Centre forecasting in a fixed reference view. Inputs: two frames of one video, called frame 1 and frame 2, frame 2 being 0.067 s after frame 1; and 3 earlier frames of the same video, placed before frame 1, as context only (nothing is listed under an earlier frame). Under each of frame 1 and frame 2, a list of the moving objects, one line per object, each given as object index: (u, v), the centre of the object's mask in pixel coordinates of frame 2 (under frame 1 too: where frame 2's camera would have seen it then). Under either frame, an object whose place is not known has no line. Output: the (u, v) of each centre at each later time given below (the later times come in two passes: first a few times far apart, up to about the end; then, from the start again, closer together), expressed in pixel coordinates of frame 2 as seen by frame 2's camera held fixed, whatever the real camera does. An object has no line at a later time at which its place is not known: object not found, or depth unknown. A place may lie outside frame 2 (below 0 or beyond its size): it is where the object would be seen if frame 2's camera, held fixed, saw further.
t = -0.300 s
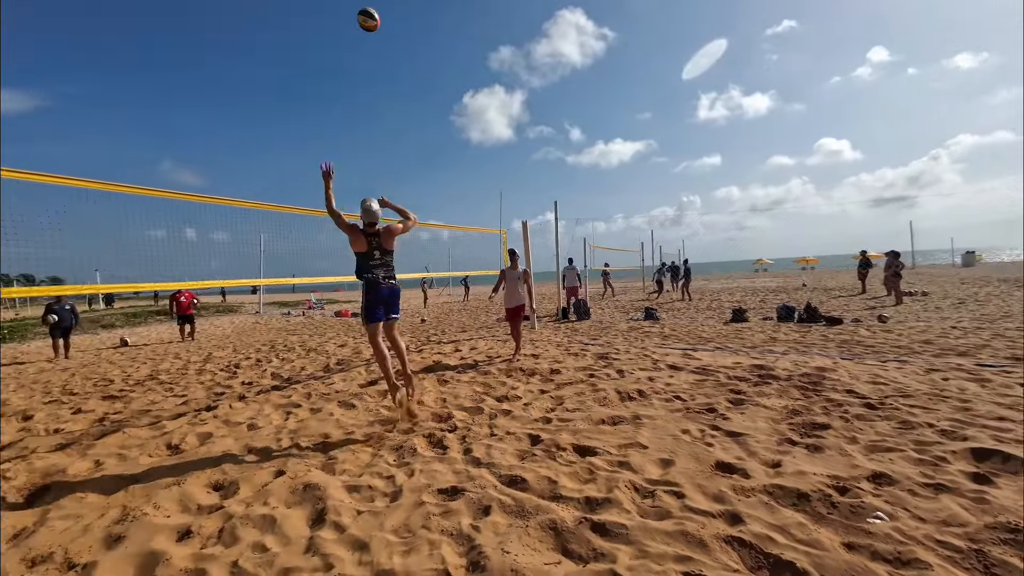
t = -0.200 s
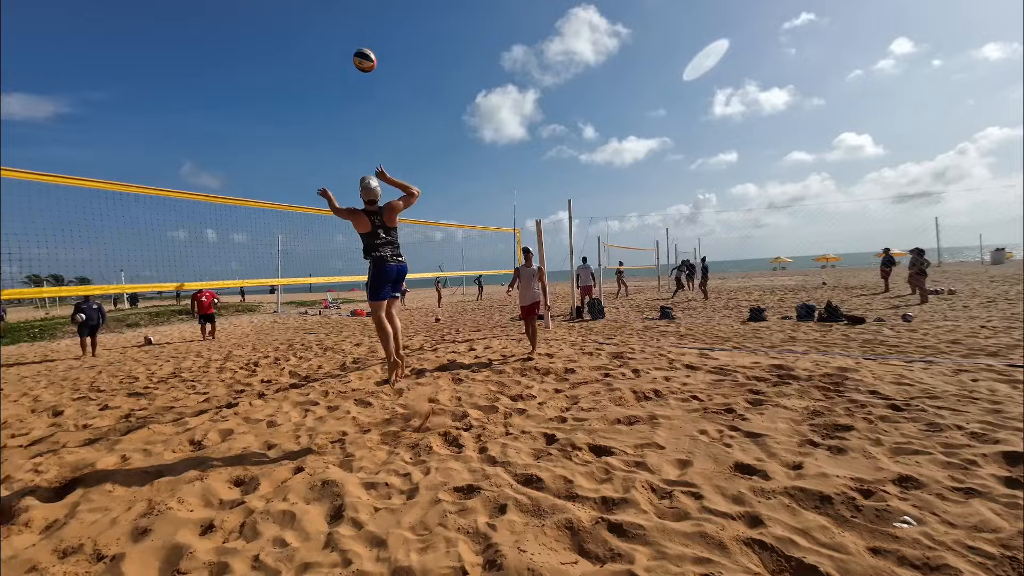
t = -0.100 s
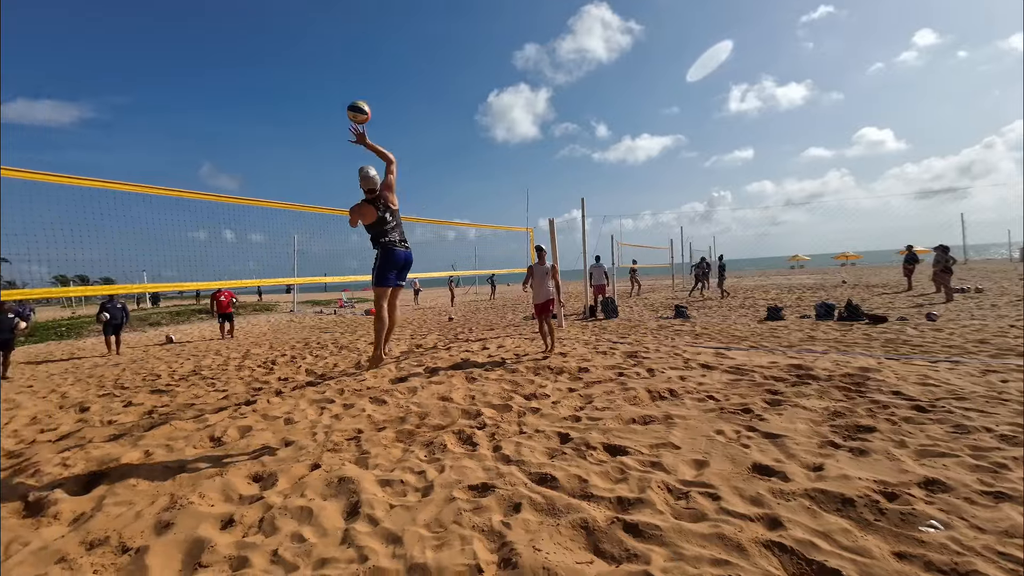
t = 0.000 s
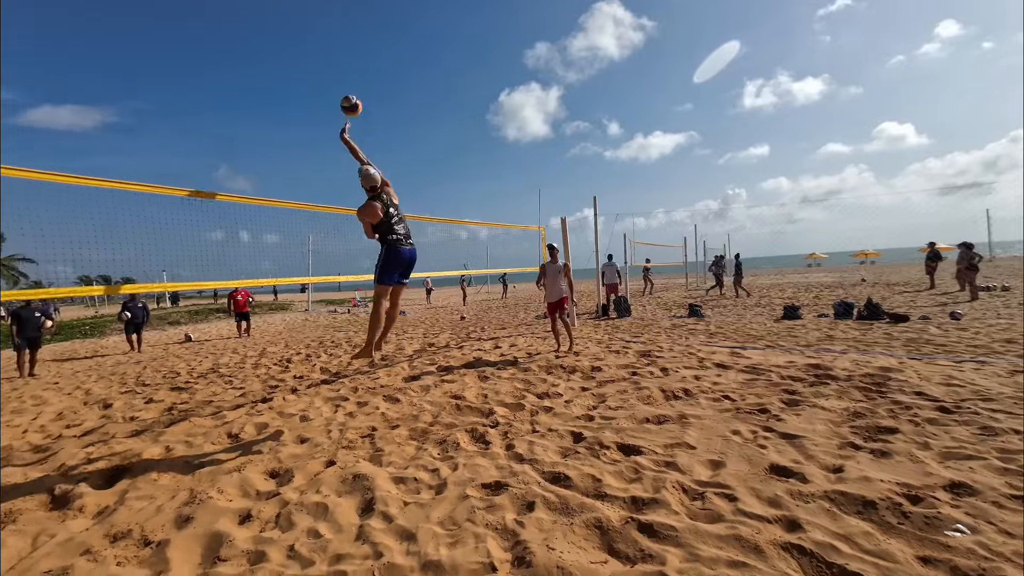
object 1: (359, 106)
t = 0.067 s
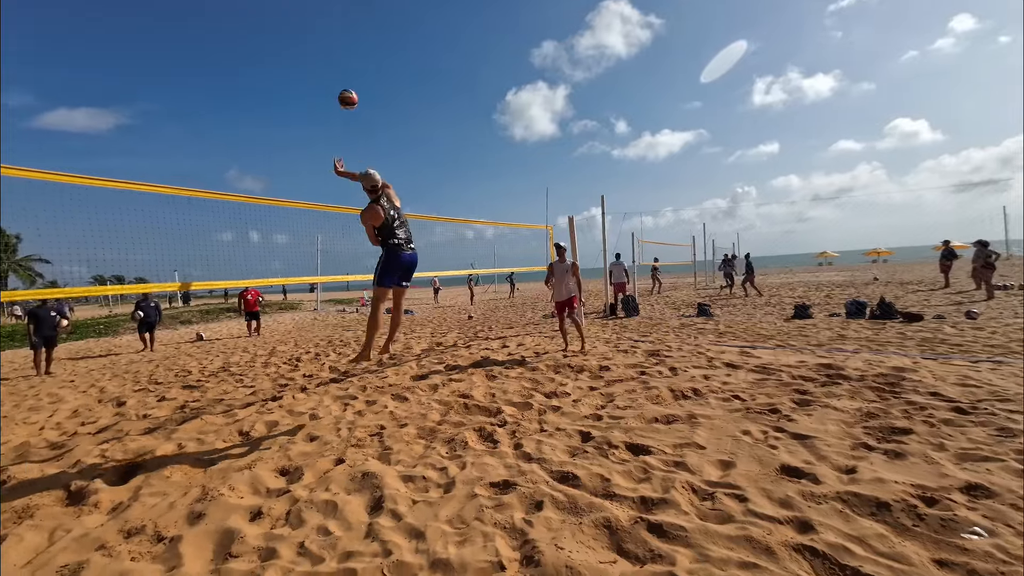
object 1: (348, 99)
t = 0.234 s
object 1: (325, 100)
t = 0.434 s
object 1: (306, 125)
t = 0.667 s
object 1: (291, 174)
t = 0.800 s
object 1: (284, 209)
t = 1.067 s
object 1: (274, 274)
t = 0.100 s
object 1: (343, 97)
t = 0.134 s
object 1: (338, 96)
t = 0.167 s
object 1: (333, 97)
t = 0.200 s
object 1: (329, 98)
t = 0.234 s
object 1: (325, 100)
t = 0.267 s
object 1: (321, 103)
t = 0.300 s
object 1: (318, 106)
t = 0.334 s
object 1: (315, 110)
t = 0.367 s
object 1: (312, 114)
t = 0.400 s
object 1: (309, 120)
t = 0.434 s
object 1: (306, 125)
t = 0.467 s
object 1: (303, 131)
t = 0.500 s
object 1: (301, 137)
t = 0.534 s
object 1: (299, 144)
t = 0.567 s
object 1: (297, 151)
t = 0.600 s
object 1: (294, 158)
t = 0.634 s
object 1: (292, 166)
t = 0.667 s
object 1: (291, 174)
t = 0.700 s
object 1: (289, 182)
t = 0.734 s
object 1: (287, 190)
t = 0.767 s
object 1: (285, 197)
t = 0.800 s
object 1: (284, 209)
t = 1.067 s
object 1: (274, 274)
